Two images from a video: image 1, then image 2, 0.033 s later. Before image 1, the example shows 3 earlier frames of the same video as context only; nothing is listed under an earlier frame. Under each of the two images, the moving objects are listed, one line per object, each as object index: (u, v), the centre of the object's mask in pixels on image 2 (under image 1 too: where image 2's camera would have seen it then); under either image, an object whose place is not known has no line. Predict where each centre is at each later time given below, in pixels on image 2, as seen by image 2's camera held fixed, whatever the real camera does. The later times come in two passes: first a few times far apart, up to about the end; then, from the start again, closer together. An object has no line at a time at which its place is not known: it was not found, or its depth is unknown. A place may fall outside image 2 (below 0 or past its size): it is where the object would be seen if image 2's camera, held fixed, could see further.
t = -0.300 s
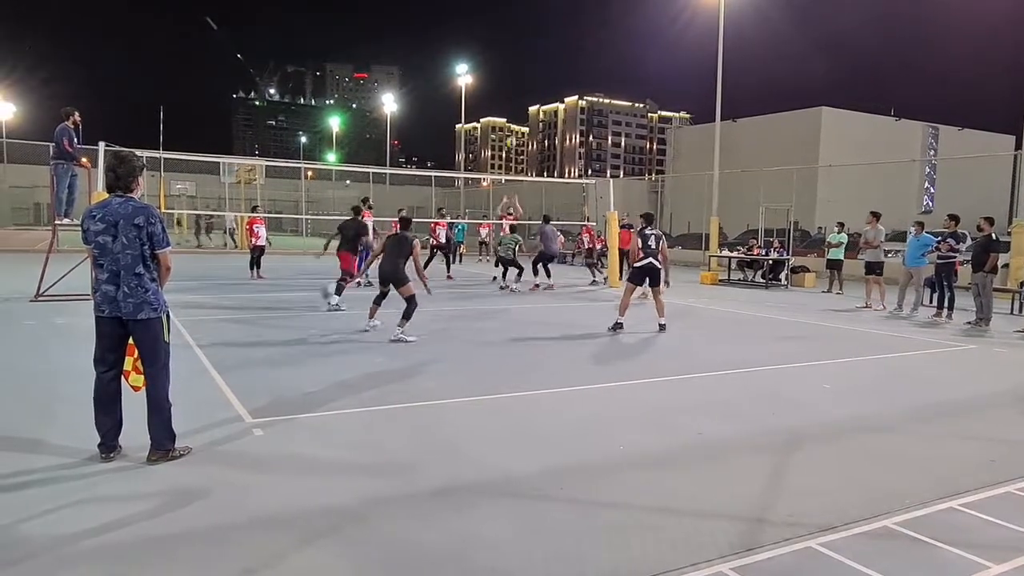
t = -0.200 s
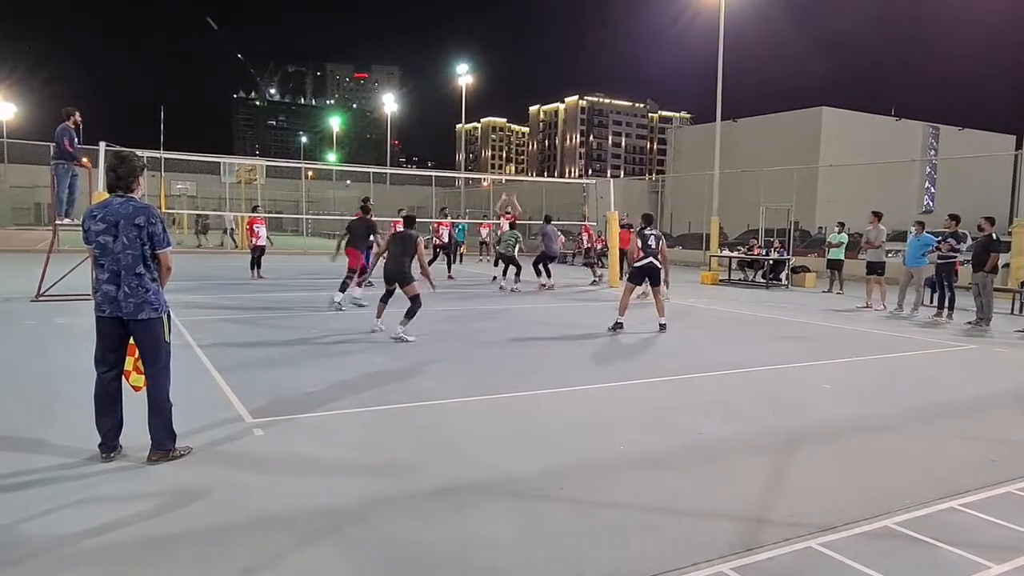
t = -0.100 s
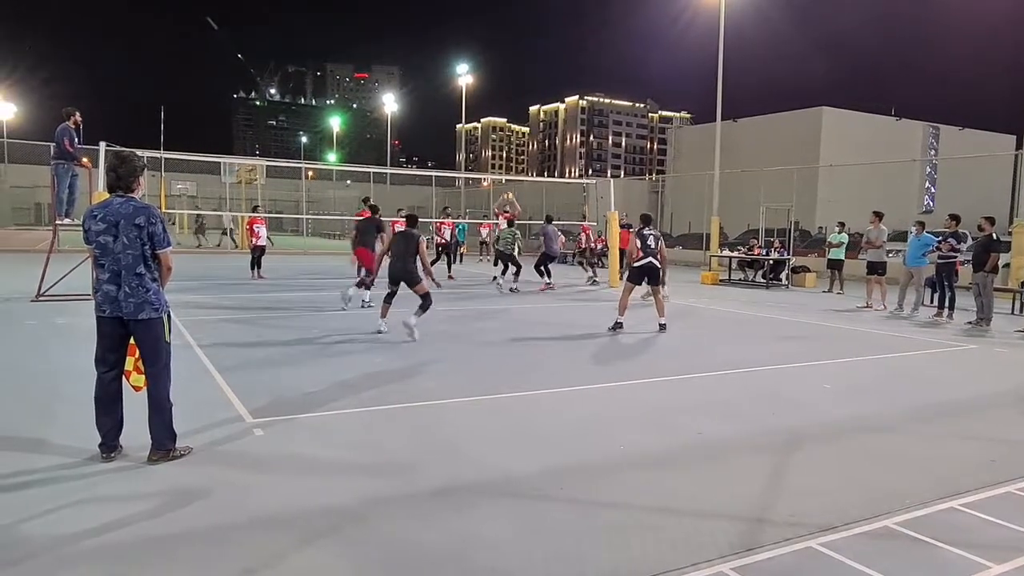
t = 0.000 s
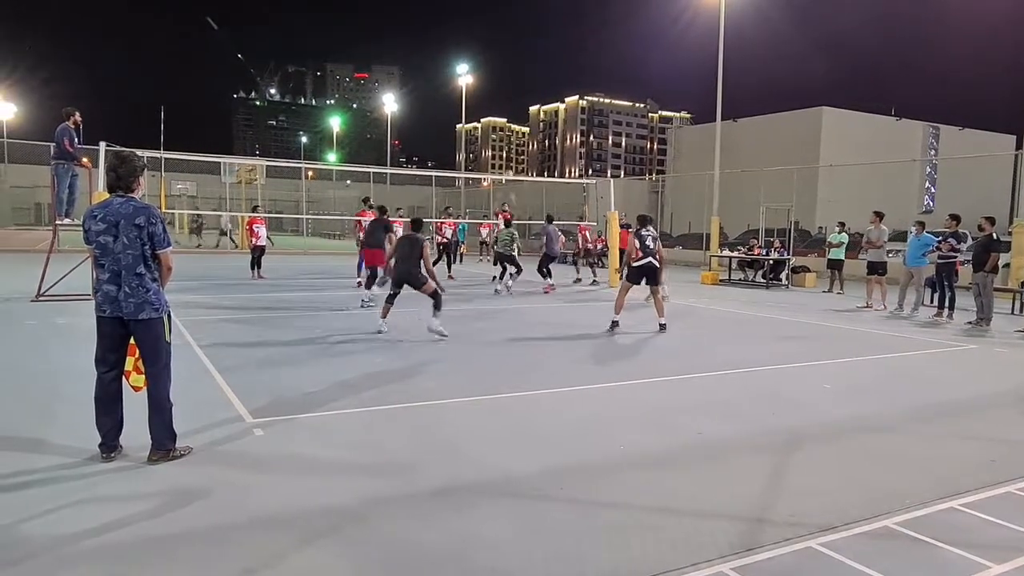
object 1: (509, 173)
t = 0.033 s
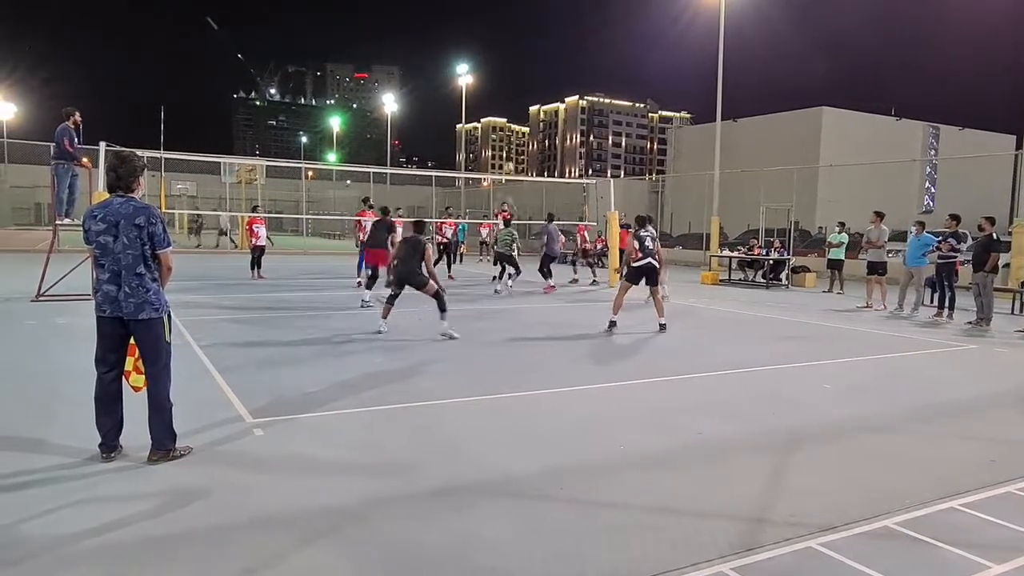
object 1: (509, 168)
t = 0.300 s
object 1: (511, 116)
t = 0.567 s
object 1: (514, 93)
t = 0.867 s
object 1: (520, 113)
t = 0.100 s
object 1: (509, 153)
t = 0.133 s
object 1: (509, 146)
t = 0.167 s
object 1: (510, 139)
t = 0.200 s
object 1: (509, 133)
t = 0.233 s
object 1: (509, 126)
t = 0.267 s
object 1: (511, 119)
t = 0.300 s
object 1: (511, 116)
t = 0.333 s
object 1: (511, 112)
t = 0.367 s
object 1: (512, 107)
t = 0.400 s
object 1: (512, 104)
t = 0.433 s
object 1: (512, 101)
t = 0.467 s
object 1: (513, 98)
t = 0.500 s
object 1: (513, 96)
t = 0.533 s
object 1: (514, 94)
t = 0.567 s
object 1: (514, 93)
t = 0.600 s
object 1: (515, 92)
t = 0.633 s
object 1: (515, 93)
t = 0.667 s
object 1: (516, 94)
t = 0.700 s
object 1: (516, 95)
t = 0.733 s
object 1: (517, 97)
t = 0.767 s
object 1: (518, 100)
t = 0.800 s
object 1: (518, 103)
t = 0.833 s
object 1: (519, 108)
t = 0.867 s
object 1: (520, 113)
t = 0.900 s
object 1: (521, 118)
